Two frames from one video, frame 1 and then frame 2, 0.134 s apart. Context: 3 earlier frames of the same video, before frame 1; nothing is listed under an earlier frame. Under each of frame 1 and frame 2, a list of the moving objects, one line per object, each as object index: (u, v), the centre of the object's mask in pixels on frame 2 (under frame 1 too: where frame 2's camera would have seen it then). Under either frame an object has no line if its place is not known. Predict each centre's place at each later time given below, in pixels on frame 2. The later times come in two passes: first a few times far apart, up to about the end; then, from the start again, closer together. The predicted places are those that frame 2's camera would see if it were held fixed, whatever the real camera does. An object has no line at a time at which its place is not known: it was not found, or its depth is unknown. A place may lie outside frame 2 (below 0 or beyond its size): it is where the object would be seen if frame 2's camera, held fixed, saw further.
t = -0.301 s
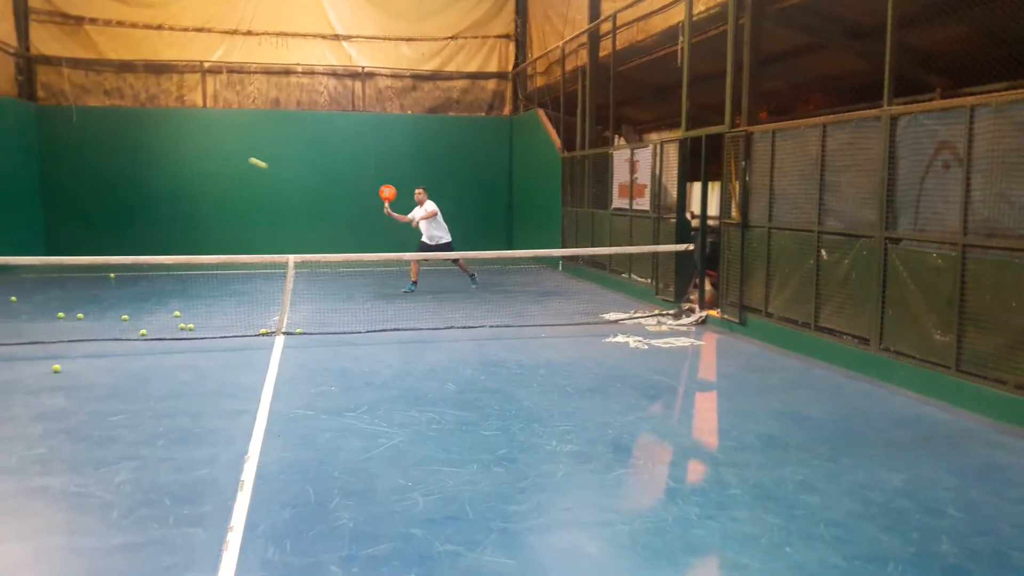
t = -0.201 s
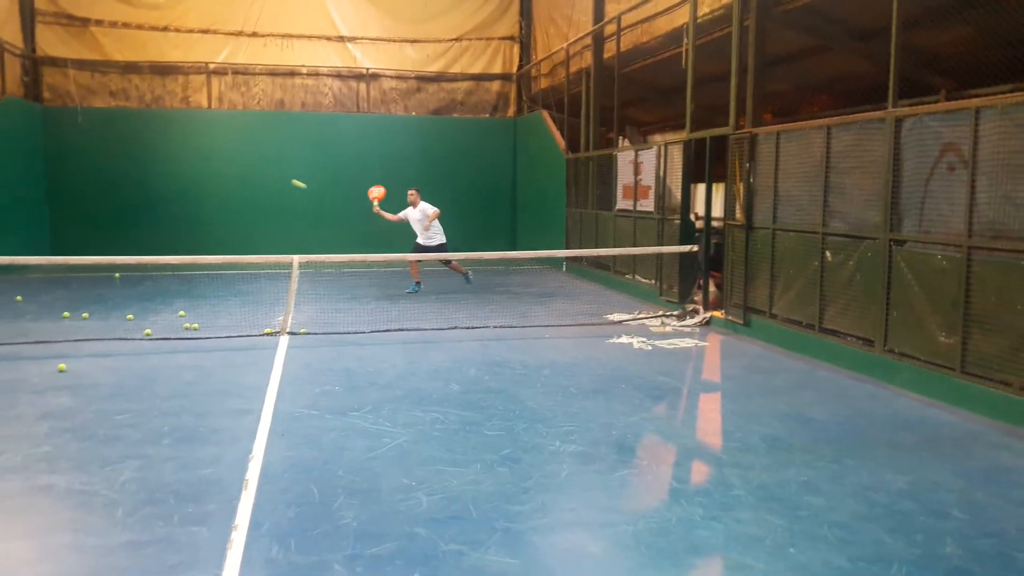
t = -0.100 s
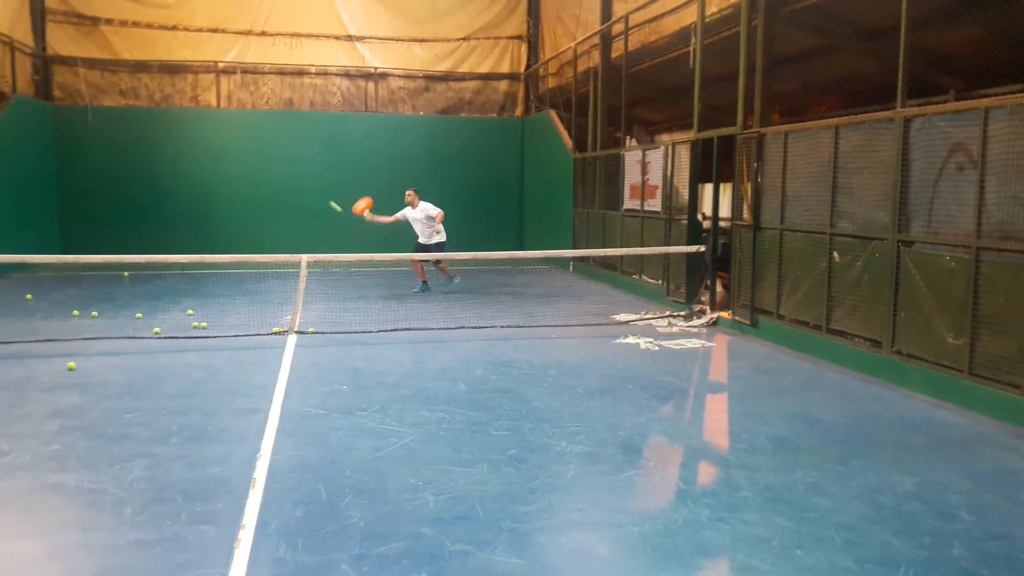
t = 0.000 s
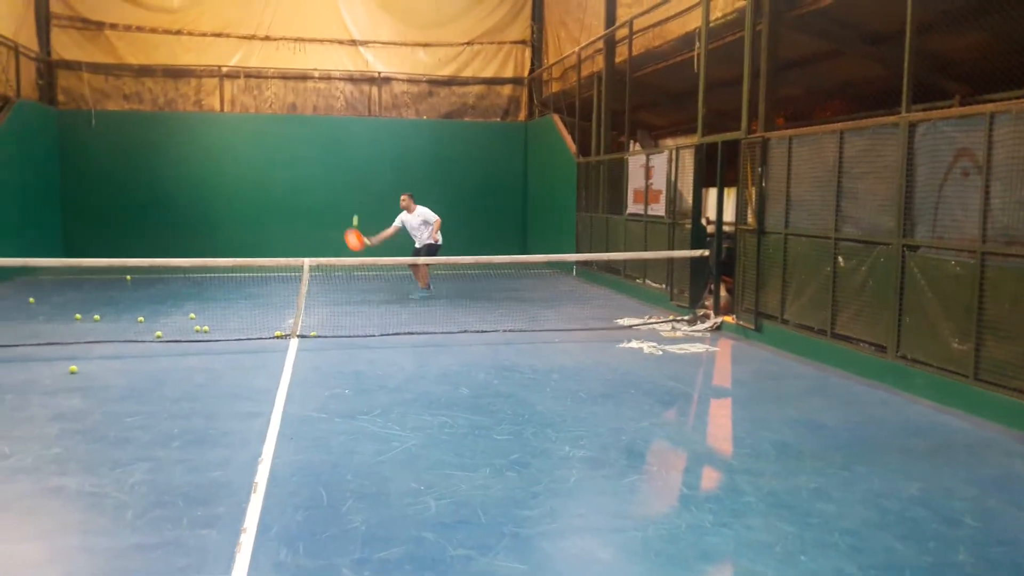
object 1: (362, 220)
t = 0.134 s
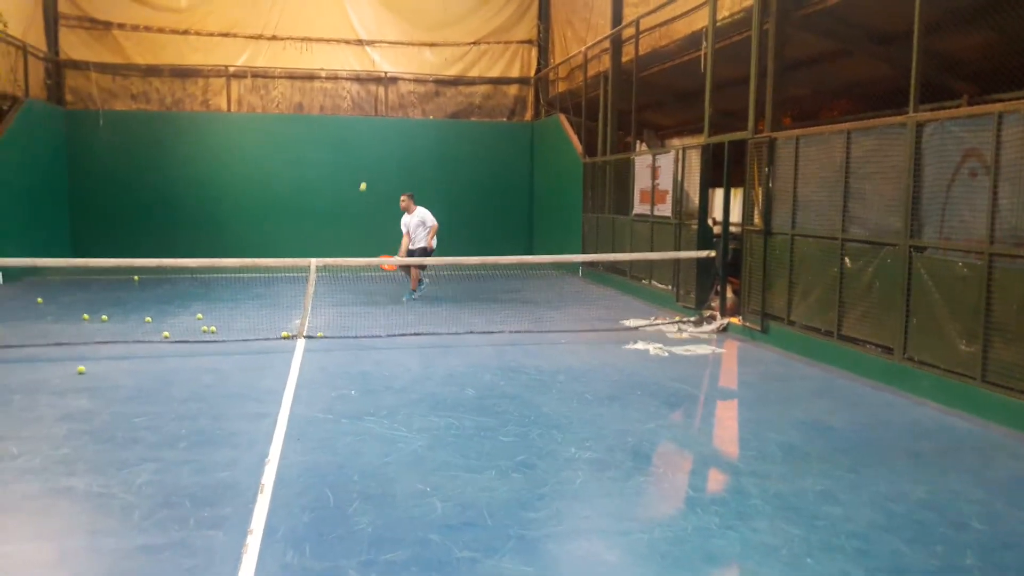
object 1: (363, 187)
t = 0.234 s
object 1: (364, 163)
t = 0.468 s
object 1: (370, 120)
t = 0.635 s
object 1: (380, 113)
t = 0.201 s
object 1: (364, 171)
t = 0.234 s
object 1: (364, 163)
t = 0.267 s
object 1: (365, 155)
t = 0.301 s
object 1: (365, 148)
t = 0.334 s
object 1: (366, 141)
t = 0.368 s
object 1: (367, 135)
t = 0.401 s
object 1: (368, 129)
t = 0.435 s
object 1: (369, 124)
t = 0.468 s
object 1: (370, 120)
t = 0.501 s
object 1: (372, 116)
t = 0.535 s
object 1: (373, 114)
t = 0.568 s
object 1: (375, 112)
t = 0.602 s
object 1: (378, 112)
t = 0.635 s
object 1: (380, 113)
